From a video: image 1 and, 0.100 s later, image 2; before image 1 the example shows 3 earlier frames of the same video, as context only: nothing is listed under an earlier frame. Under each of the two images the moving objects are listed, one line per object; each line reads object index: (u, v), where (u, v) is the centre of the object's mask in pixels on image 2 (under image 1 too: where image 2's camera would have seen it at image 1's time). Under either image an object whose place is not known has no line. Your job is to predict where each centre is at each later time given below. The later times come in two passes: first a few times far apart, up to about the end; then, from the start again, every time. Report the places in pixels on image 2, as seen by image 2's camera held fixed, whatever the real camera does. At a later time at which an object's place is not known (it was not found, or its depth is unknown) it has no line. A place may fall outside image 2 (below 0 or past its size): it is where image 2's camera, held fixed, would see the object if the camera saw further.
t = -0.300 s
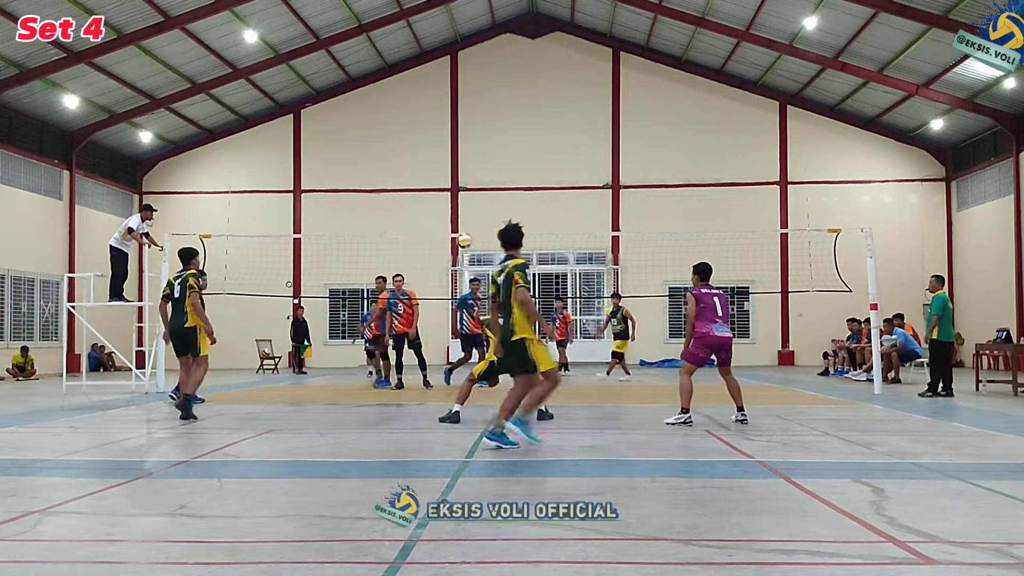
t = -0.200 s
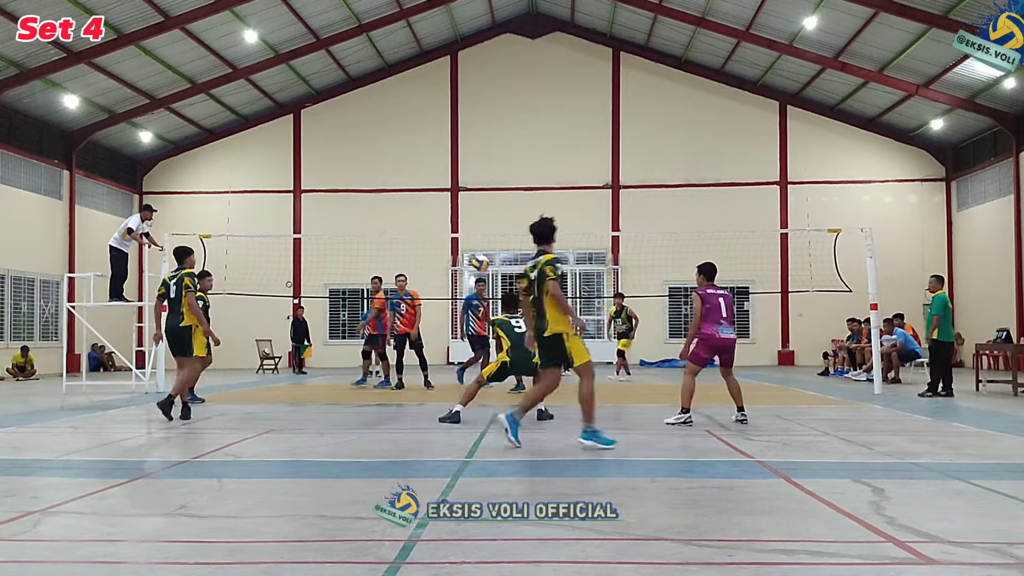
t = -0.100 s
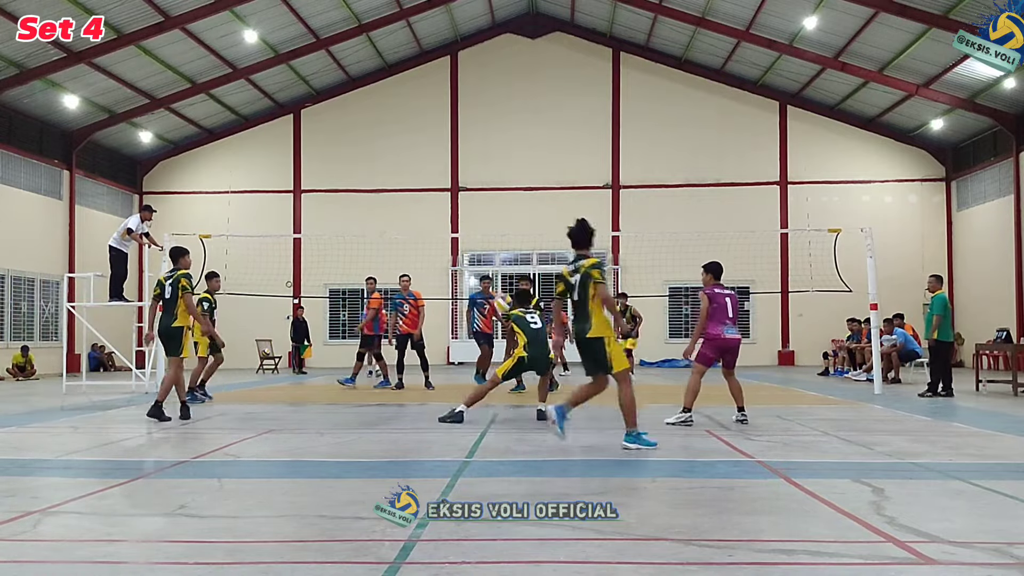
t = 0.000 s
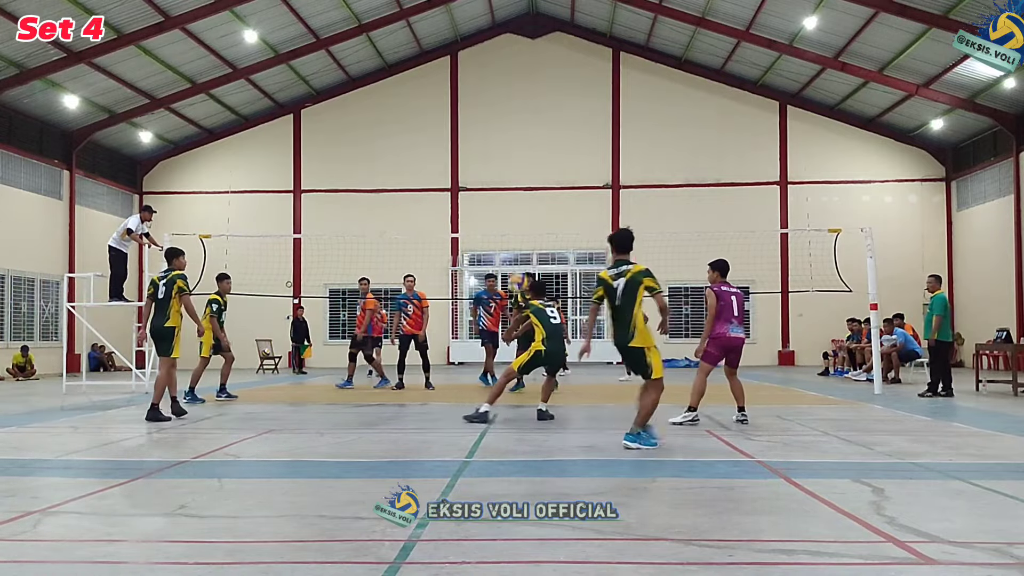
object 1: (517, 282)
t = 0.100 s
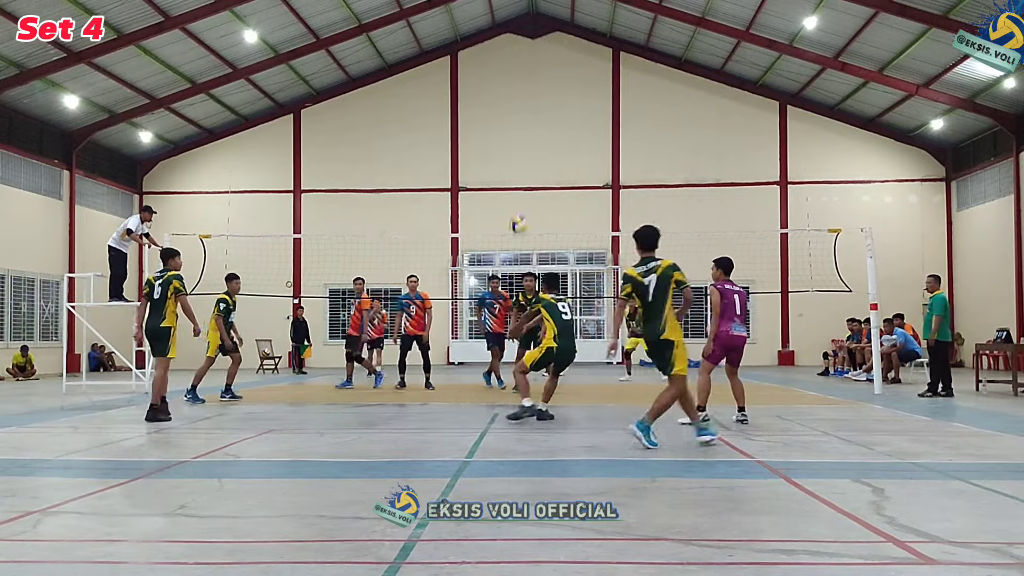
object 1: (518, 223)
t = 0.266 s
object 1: (520, 138)
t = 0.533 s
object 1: (522, 56)
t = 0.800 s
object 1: (526, 37)
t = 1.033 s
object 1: (529, 66)
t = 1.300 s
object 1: (531, 128)
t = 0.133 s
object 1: (519, 204)
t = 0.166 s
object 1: (519, 177)
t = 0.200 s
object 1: (519, 168)
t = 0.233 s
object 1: (520, 153)
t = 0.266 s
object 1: (520, 138)
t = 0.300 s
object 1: (520, 123)
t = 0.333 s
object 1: (521, 111)
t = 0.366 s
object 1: (520, 99)
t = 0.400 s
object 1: (521, 88)
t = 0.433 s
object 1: (521, 79)
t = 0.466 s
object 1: (522, 71)
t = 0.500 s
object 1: (522, 64)
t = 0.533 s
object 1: (522, 56)
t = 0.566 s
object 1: (523, 51)
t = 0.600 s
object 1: (524, 46)
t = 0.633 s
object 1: (524, 43)
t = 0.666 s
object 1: (524, 40)
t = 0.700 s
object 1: (525, 38)
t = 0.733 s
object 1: (526, 37)
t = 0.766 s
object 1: (525, 37)
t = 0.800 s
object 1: (526, 37)
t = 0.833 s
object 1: (526, 38)
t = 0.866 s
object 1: (527, 41)
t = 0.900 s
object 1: (527, 42)
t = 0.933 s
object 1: (527, 46)
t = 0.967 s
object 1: (528, 50)
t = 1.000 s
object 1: (529, 55)
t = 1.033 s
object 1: (529, 66)
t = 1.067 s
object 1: (529, 70)
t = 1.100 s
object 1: (530, 73)
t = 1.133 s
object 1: (529, 80)
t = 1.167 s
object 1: (530, 89)
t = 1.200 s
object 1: (530, 98)
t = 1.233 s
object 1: (531, 108)
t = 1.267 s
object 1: (531, 117)
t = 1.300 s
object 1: (531, 128)
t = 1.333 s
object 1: (531, 146)
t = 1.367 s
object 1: (531, 151)
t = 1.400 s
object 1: (532, 163)
